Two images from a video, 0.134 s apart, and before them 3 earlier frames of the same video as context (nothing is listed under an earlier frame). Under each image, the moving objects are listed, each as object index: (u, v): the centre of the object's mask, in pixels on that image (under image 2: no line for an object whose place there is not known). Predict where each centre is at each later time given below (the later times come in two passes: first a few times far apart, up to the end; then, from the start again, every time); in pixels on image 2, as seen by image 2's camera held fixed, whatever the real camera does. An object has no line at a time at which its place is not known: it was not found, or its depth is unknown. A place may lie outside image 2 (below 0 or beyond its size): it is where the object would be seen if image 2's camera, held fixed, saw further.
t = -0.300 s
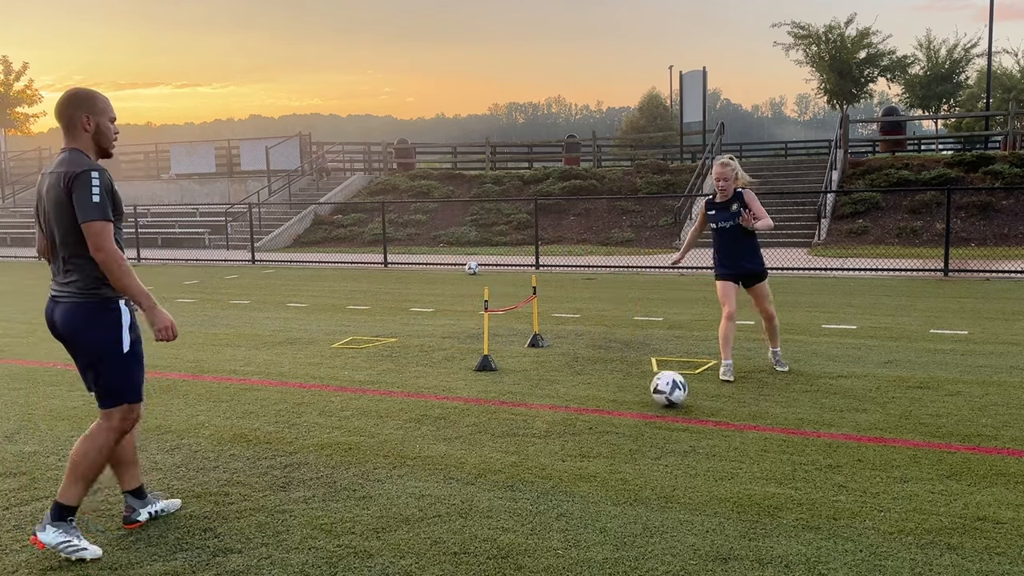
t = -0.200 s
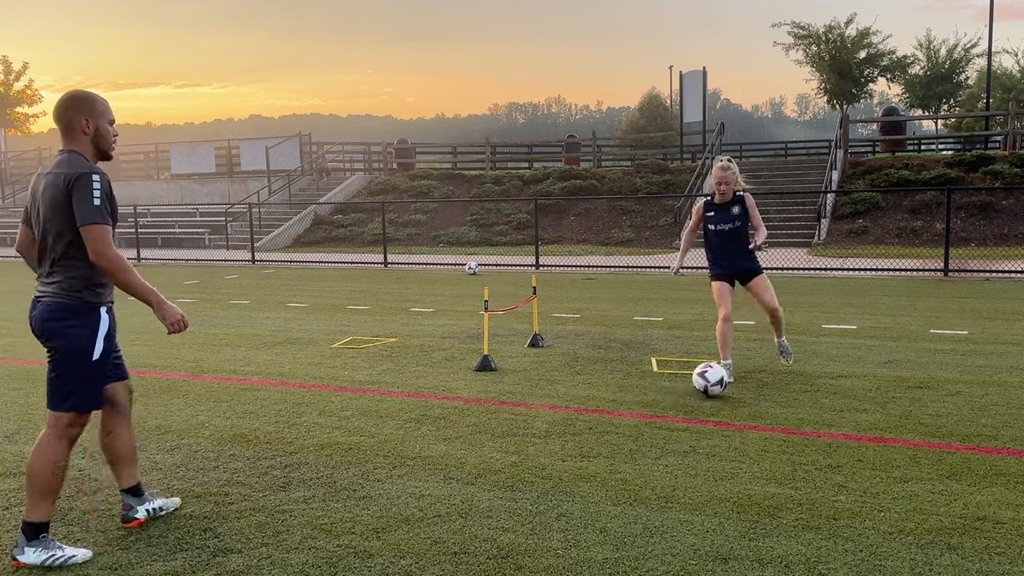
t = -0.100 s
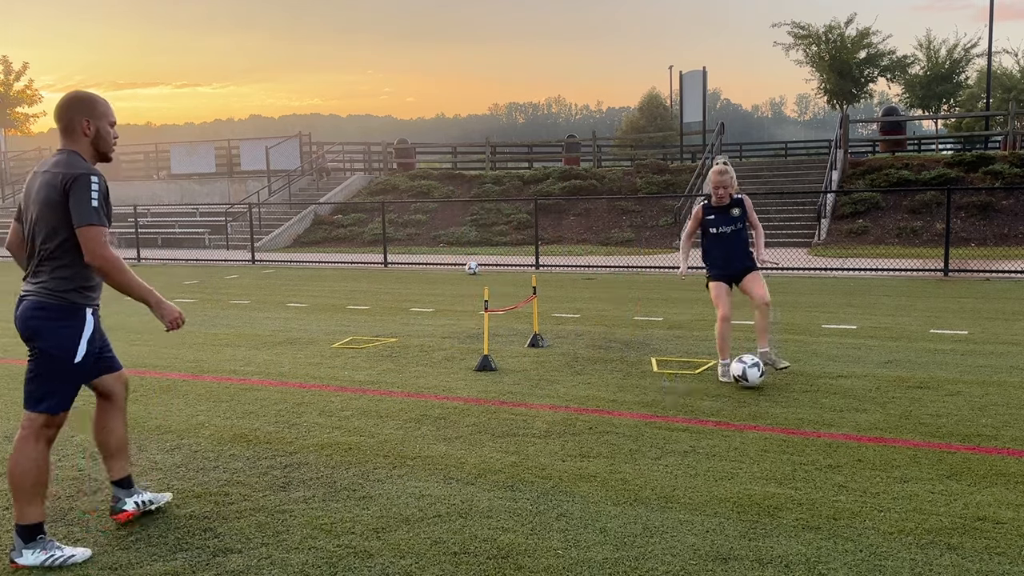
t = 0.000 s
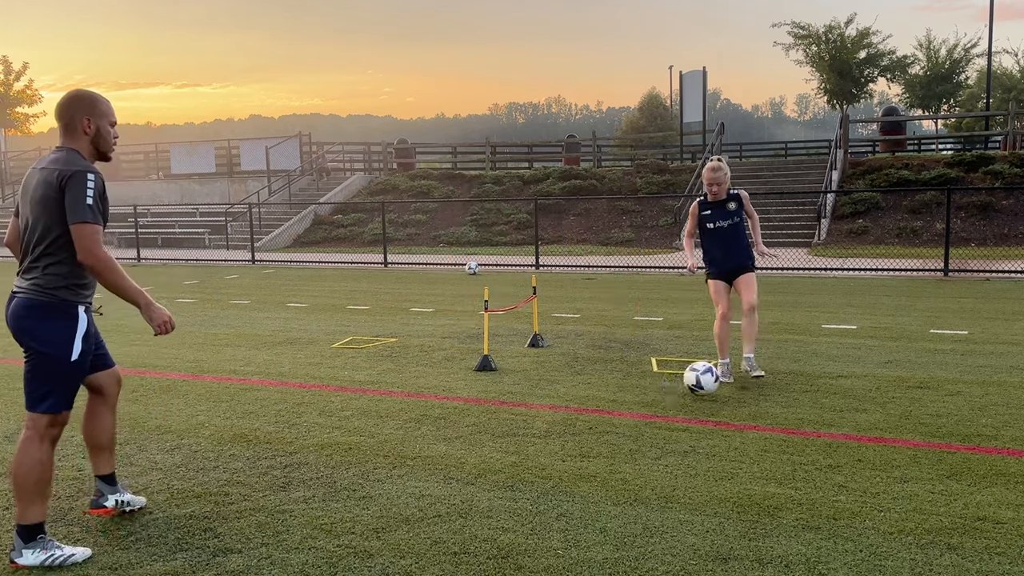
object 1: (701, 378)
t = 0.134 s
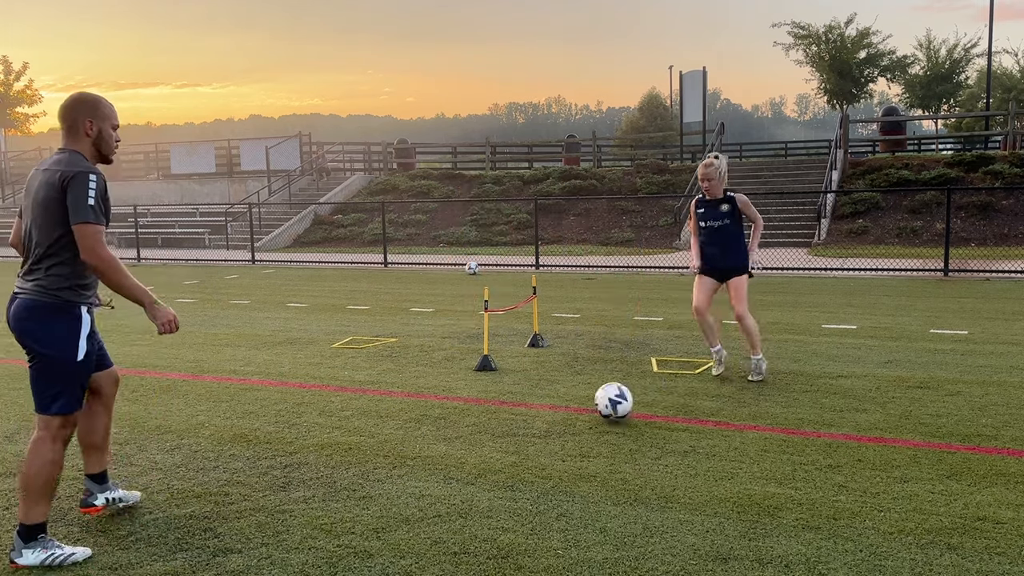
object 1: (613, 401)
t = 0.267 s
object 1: (520, 420)
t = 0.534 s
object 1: (326, 470)
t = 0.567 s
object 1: (300, 472)
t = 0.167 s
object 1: (591, 403)
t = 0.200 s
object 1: (568, 406)
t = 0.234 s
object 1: (544, 412)
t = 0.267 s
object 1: (520, 420)
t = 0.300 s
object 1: (494, 431)
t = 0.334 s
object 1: (471, 436)
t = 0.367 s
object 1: (448, 437)
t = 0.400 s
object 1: (425, 439)
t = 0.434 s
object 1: (401, 445)
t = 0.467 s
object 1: (378, 452)
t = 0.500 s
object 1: (353, 464)
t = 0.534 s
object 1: (326, 470)
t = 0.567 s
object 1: (300, 472)
